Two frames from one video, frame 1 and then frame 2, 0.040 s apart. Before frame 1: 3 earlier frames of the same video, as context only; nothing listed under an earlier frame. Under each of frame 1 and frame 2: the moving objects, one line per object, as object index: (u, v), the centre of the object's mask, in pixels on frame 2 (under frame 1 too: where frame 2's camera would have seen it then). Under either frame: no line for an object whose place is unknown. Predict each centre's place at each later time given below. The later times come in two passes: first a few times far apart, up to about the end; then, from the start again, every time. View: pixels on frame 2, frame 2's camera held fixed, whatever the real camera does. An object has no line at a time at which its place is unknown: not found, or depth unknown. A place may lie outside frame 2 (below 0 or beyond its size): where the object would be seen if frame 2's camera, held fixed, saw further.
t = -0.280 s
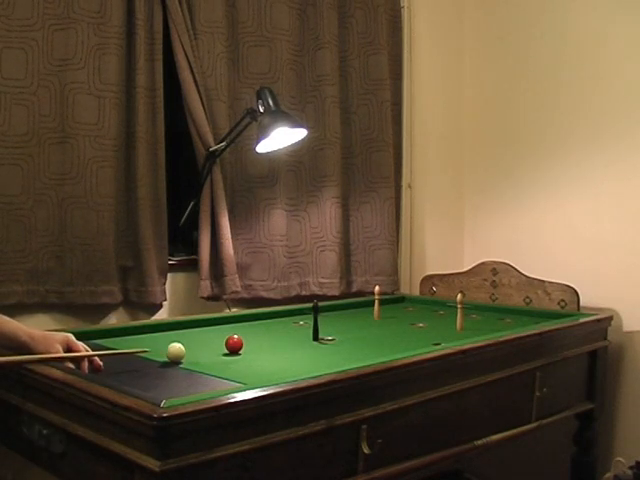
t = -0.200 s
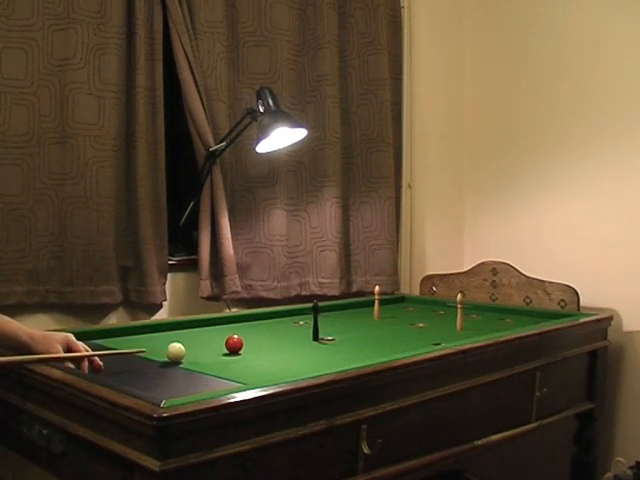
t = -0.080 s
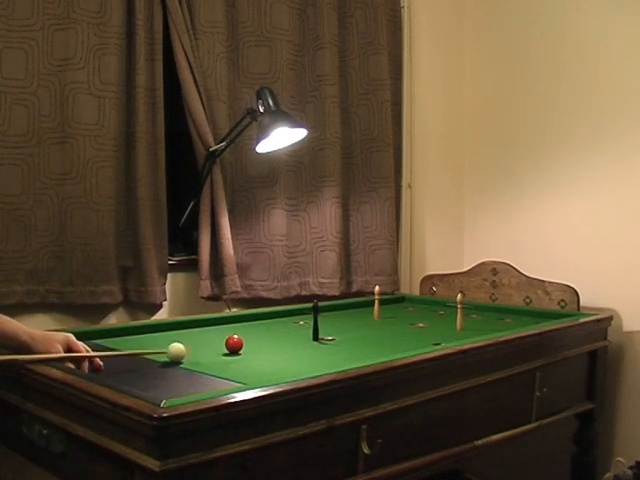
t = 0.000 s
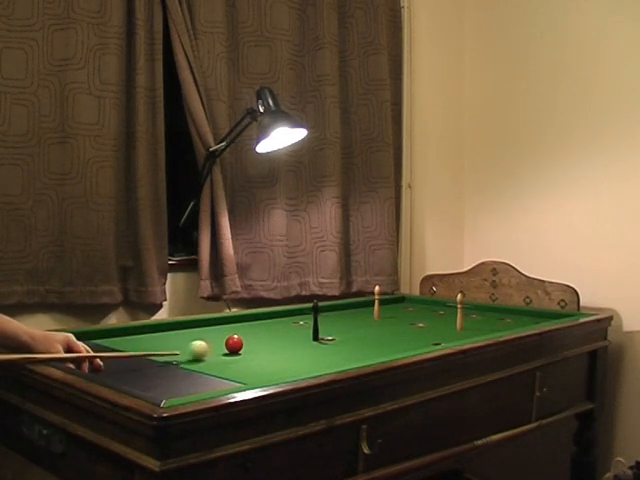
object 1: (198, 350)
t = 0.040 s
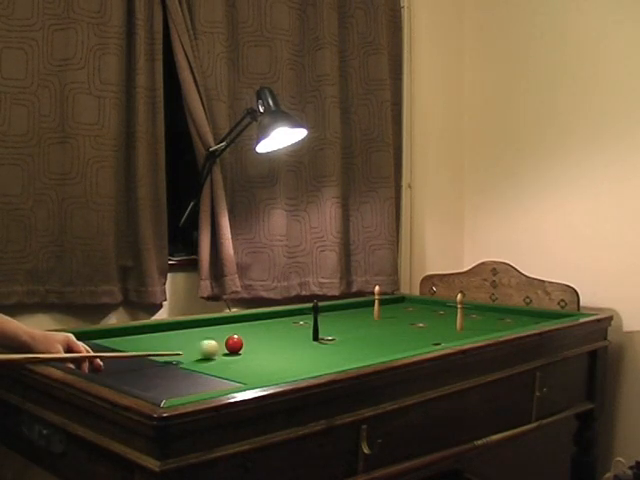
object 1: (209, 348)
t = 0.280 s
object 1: (258, 347)
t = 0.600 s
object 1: (314, 346)
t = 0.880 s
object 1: (359, 346)
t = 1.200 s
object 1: (405, 344)
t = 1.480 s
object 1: (436, 341)
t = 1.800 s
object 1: (437, 339)
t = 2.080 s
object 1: (438, 337)
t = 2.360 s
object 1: (441, 341)
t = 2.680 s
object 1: (441, 342)
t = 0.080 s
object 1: (218, 347)
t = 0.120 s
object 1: (228, 347)
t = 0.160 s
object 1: (235, 347)
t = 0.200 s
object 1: (243, 347)
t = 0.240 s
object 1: (250, 347)
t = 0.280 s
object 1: (258, 347)
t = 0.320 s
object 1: (265, 347)
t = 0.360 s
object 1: (273, 347)
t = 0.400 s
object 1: (280, 346)
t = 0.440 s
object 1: (287, 346)
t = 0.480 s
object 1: (294, 346)
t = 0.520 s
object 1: (301, 346)
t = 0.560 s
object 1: (308, 347)
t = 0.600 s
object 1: (314, 346)
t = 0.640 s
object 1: (321, 346)
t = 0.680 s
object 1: (327, 346)
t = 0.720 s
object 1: (334, 346)
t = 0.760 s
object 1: (340, 346)
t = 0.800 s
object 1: (347, 346)
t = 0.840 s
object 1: (353, 346)
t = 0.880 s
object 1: (359, 346)
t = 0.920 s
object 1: (365, 346)
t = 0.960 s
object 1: (371, 346)
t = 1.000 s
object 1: (377, 346)
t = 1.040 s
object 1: (382, 346)
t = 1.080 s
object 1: (388, 345)
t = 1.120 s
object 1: (394, 345)
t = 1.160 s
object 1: (400, 344)
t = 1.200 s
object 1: (405, 344)
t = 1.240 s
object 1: (410, 343)
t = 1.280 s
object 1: (415, 343)
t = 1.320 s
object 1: (421, 343)
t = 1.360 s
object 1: (426, 343)
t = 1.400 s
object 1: (431, 342)
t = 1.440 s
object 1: (435, 342)
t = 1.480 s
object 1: (436, 341)
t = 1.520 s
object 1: (436, 341)
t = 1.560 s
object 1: (436, 341)
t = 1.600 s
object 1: (436, 341)
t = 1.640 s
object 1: (436, 340)
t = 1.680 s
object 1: (437, 340)
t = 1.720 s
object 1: (437, 339)
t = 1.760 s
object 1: (437, 339)
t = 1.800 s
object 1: (437, 339)
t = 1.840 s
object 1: (437, 338)
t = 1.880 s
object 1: (437, 338)
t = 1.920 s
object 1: (437, 338)
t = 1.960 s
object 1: (438, 338)
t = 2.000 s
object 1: (438, 337)
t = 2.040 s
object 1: (438, 337)
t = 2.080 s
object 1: (438, 337)
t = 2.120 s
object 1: (438, 337)
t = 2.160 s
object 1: (438, 337)
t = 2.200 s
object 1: (438, 337)
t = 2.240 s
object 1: (438, 337)
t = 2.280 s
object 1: (438, 337)
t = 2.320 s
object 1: (439, 338)
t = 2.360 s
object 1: (441, 341)
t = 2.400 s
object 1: (441, 342)
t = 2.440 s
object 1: (441, 342)
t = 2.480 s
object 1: (441, 342)
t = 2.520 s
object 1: (441, 342)
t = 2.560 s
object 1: (441, 342)
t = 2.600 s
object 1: (441, 342)
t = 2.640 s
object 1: (441, 342)
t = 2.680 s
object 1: (441, 342)
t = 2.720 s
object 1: (441, 342)
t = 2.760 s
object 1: (441, 342)
